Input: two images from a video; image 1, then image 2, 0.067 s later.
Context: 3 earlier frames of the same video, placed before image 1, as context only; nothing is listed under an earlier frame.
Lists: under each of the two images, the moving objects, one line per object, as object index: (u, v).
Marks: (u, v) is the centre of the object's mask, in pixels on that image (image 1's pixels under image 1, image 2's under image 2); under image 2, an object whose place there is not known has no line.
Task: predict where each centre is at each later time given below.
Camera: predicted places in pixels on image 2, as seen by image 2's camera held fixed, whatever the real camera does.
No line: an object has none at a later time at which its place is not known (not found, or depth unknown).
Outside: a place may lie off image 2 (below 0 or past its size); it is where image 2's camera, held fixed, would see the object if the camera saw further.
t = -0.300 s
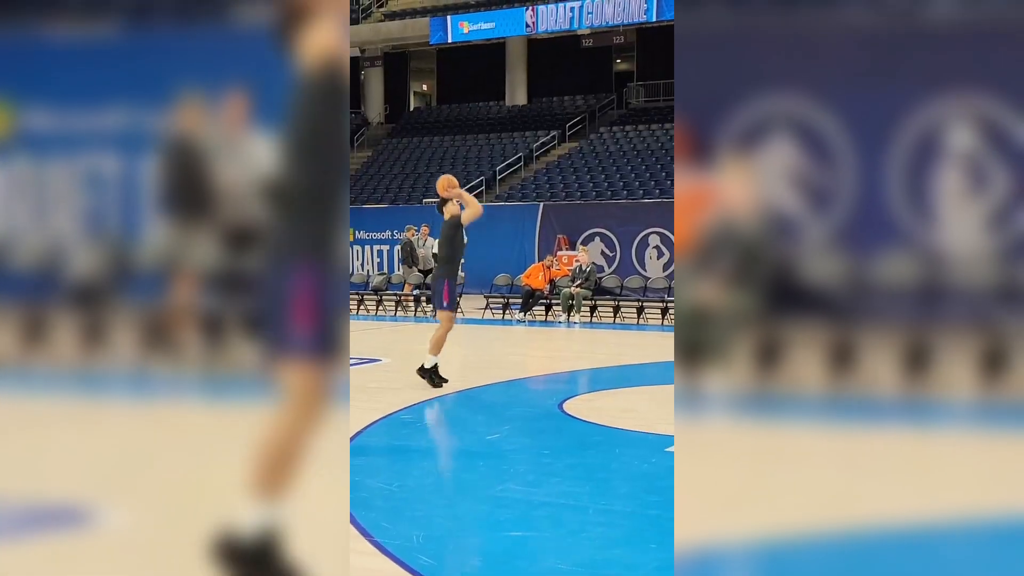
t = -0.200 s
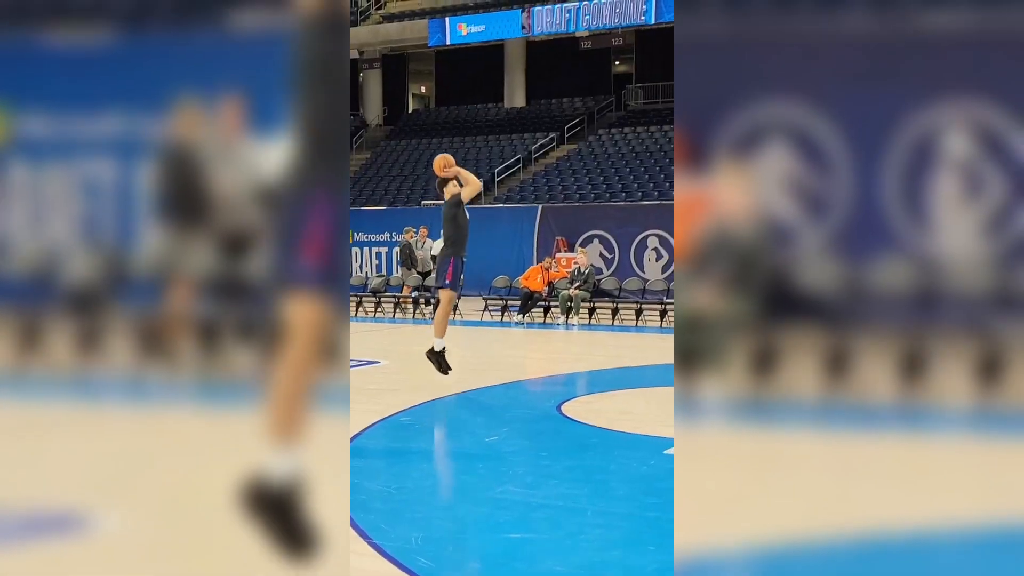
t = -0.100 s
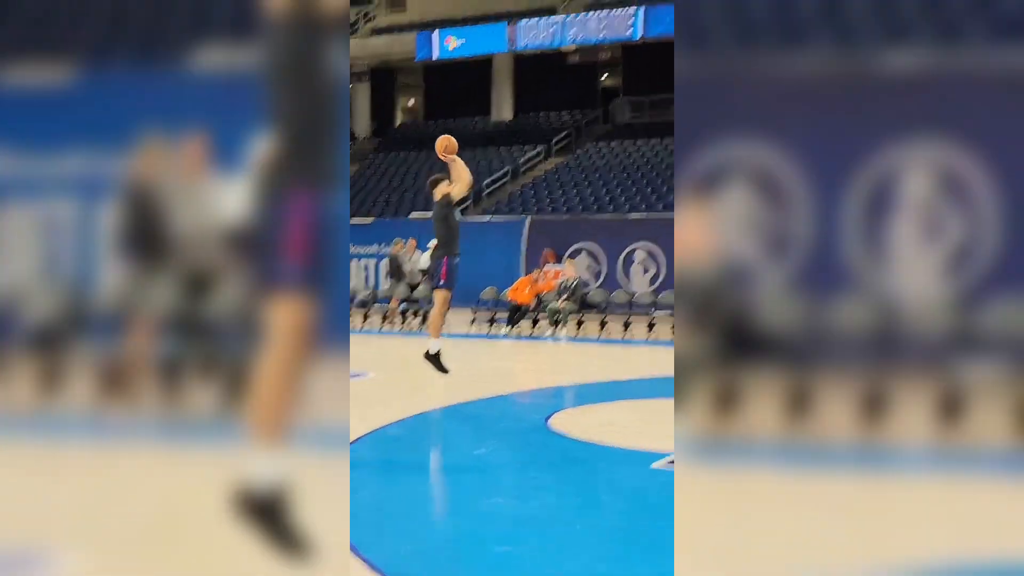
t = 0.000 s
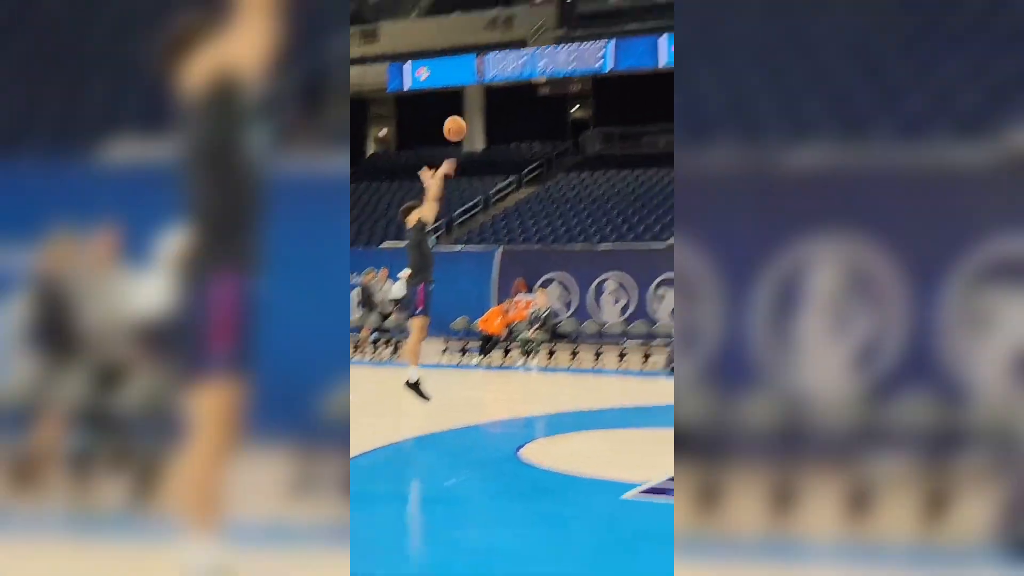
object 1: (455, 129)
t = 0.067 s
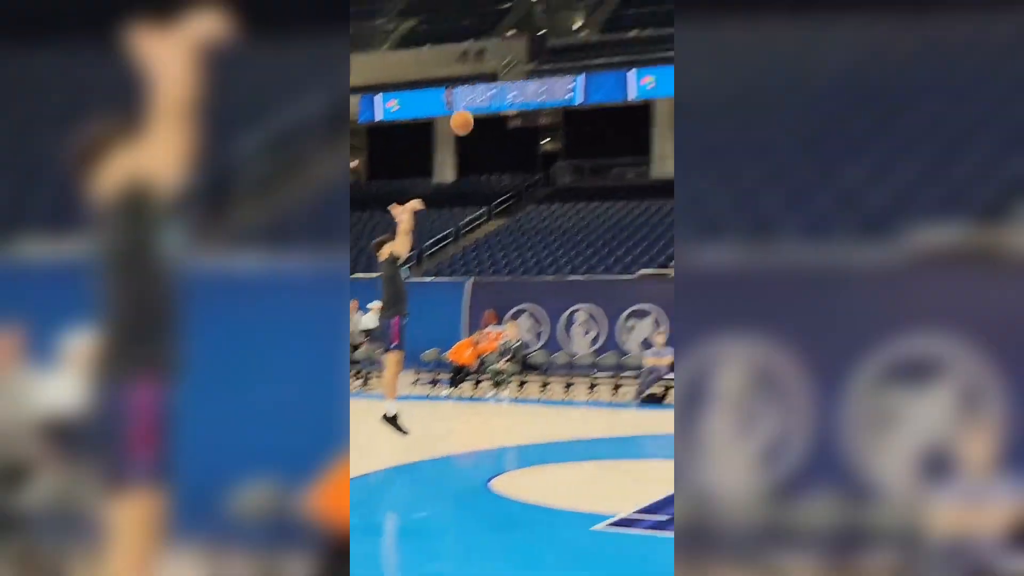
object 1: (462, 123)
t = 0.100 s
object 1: (481, 105)
